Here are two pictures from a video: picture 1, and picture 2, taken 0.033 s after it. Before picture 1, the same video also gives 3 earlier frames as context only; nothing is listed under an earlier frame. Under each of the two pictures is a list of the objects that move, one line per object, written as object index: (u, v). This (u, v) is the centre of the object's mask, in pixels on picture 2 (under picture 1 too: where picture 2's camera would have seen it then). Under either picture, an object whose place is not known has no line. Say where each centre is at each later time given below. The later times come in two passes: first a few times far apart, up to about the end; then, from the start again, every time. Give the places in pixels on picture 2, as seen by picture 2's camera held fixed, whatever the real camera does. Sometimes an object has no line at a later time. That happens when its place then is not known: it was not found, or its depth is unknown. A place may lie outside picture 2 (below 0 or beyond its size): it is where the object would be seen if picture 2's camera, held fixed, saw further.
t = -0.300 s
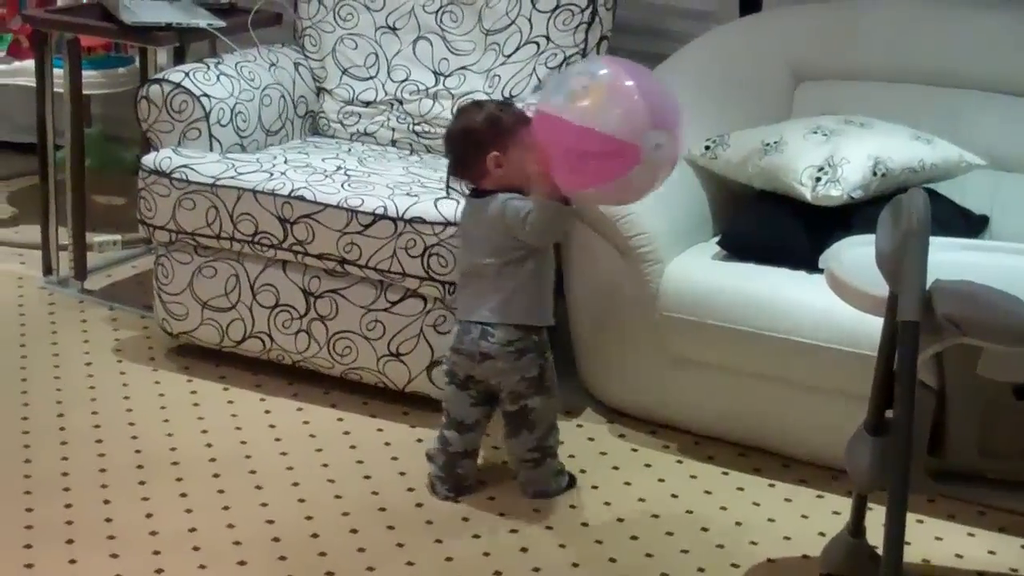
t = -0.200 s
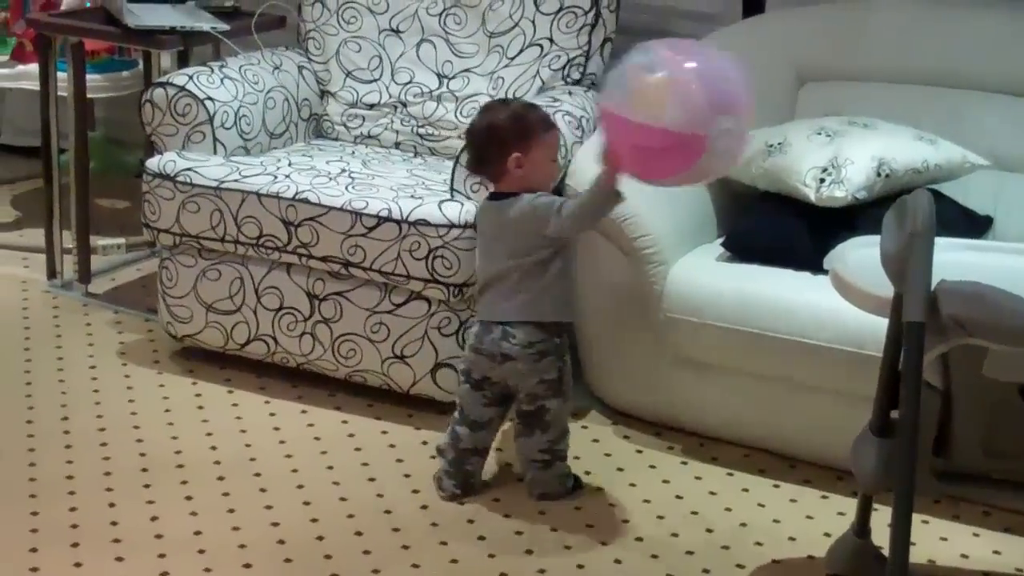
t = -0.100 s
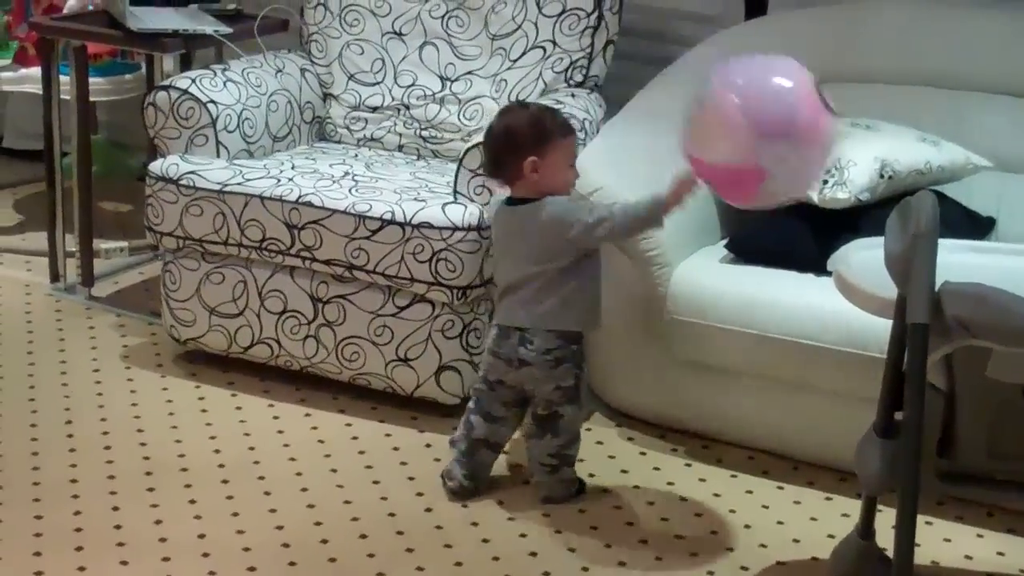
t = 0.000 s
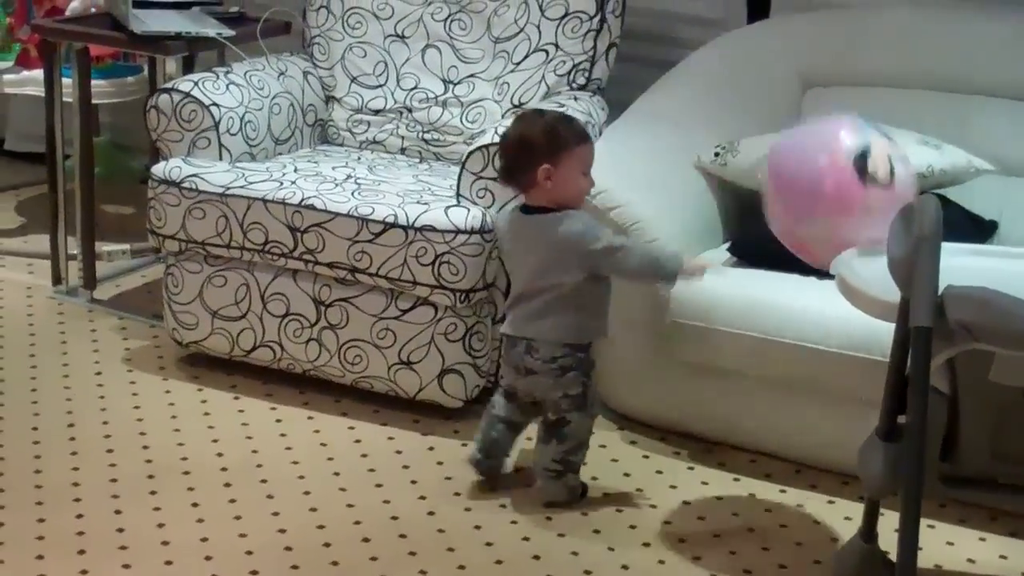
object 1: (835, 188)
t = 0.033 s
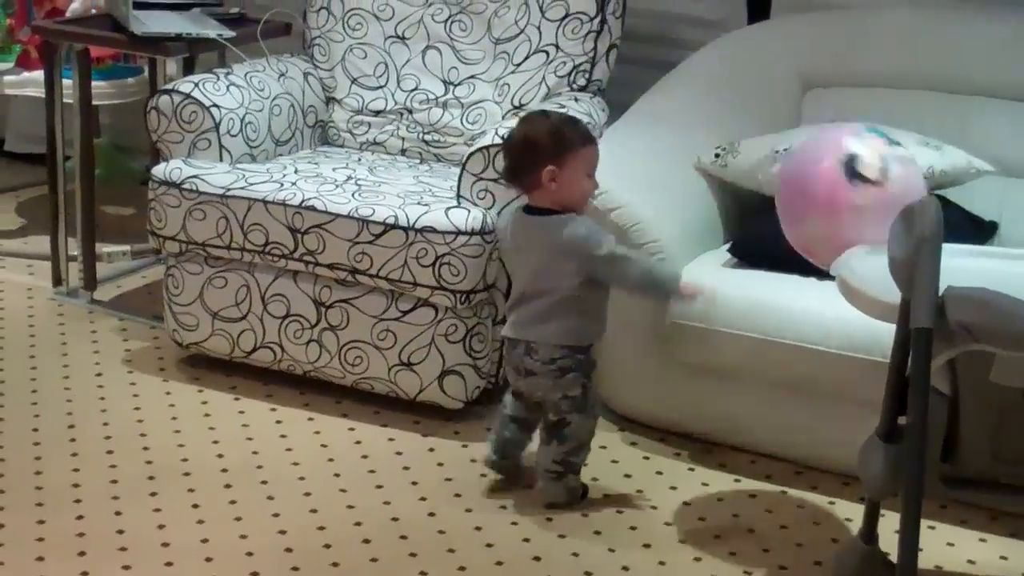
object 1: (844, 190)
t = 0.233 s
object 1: (846, 222)
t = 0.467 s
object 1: (825, 313)
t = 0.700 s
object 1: (795, 467)
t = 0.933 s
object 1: (761, 474)
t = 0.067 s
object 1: (849, 188)
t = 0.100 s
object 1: (852, 190)
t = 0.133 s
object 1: (853, 194)
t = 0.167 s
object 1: (853, 202)
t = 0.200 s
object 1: (849, 214)
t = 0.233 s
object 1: (846, 222)
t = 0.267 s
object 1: (845, 224)
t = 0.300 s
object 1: (842, 229)
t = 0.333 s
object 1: (838, 242)
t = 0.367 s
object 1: (837, 266)
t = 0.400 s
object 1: (834, 278)
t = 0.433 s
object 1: (830, 296)
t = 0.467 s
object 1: (825, 313)
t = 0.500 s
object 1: (824, 339)
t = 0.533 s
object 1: (824, 358)
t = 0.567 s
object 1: (822, 389)
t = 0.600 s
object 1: (813, 421)
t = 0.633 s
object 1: (804, 460)
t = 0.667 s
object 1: (797, 484)
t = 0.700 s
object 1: (795, 467)
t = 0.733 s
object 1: (793, 455)
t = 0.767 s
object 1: (788, 448)
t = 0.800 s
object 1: (784, 445)
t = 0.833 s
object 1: (780, 446)
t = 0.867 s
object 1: (775, 451)
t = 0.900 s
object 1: (769, 459)
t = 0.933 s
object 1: (761, 474)
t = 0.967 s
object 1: (752, 495)
